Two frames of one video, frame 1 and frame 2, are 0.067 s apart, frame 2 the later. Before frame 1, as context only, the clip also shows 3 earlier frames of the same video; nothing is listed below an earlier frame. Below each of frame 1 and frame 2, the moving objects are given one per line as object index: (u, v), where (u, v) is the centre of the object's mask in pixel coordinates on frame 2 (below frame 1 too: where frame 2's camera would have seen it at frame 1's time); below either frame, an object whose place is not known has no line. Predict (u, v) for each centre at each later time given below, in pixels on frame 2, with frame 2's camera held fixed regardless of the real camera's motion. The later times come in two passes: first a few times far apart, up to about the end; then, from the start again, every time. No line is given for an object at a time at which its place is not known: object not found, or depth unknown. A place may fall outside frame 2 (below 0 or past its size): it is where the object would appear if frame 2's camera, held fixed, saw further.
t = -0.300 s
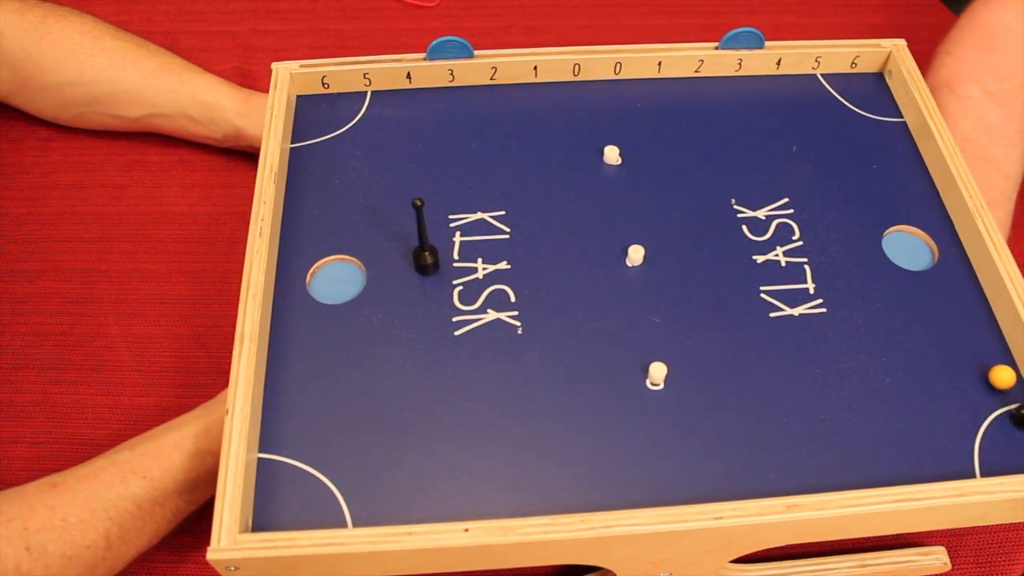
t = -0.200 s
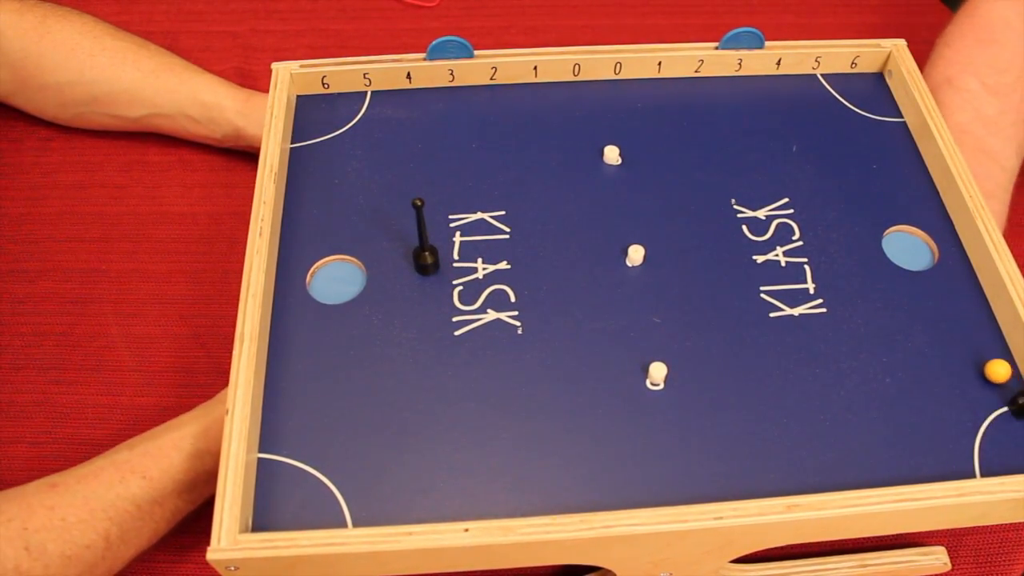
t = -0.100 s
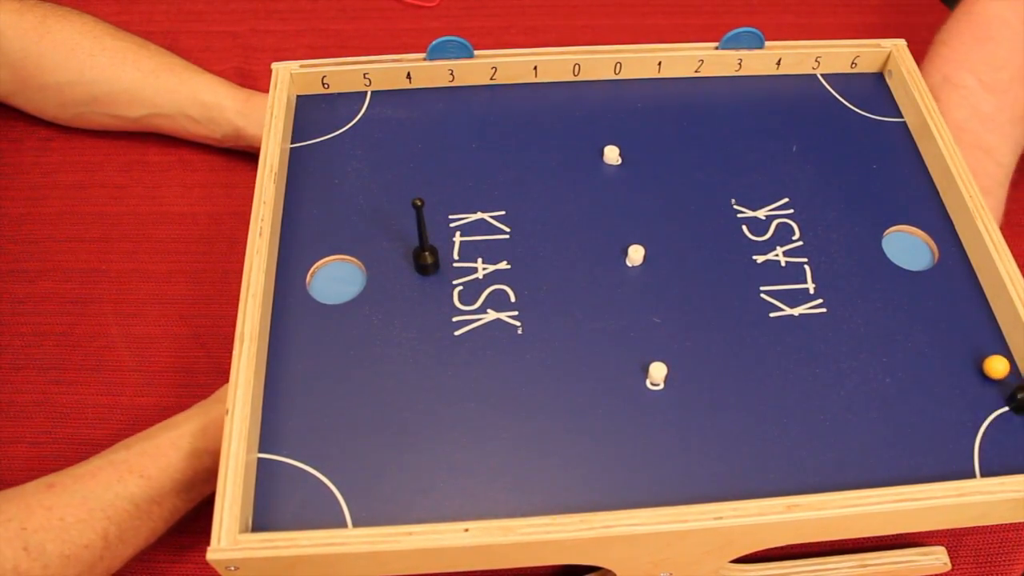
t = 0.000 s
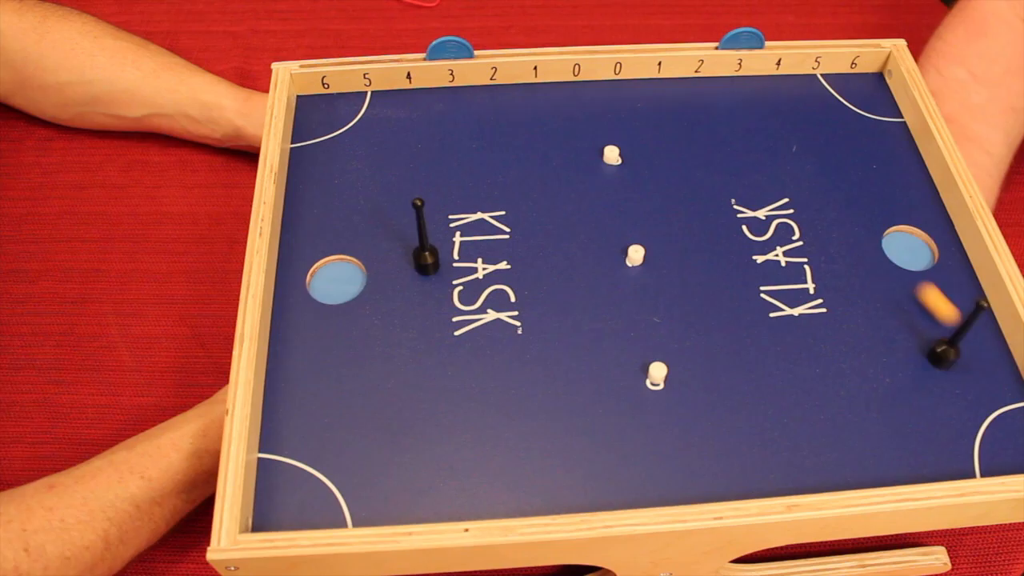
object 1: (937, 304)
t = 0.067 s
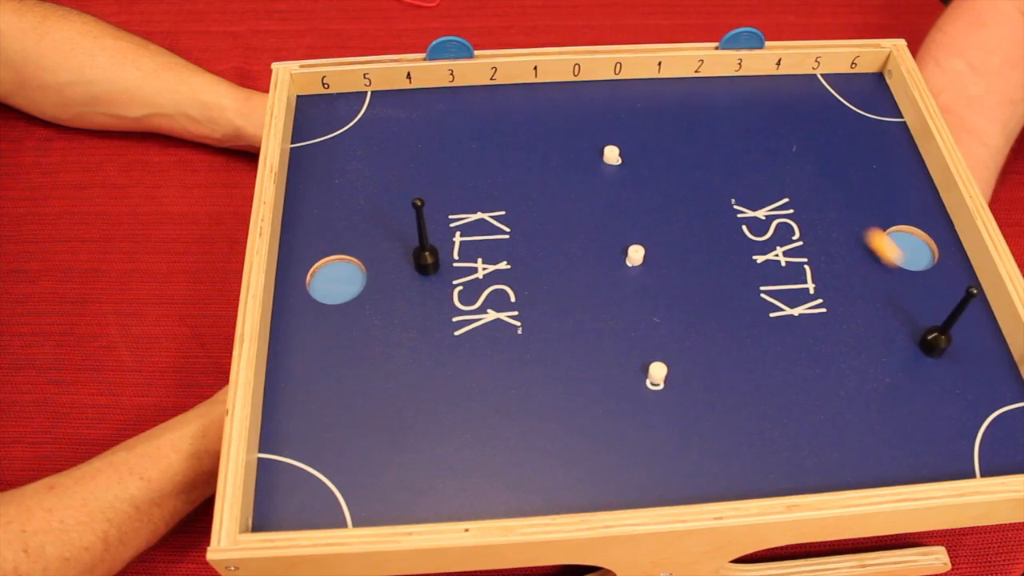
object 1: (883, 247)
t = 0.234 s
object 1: (786, 143)
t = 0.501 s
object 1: (697, 102)
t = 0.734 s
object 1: (652, 134)
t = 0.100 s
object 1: (860, 222)
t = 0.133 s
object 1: (838, 199)
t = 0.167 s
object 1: (820, 179)
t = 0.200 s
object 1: (803, 161)
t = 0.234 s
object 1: (786, 143)
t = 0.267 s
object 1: (770, 127)
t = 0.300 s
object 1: (754, 111)
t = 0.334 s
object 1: (739, 96)
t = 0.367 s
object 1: (726, 83)
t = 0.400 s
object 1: (715, 81)
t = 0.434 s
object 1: (709, 89)
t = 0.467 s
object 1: (703, 95)
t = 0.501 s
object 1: (697, 102)
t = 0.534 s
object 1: (689, 107)
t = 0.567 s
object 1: (682, 111)
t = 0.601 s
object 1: (676, 116)
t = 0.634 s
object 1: (670, 120)
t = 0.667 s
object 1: (664, 125)
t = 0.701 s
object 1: (658, 129)
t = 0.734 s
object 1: (652, 134)
